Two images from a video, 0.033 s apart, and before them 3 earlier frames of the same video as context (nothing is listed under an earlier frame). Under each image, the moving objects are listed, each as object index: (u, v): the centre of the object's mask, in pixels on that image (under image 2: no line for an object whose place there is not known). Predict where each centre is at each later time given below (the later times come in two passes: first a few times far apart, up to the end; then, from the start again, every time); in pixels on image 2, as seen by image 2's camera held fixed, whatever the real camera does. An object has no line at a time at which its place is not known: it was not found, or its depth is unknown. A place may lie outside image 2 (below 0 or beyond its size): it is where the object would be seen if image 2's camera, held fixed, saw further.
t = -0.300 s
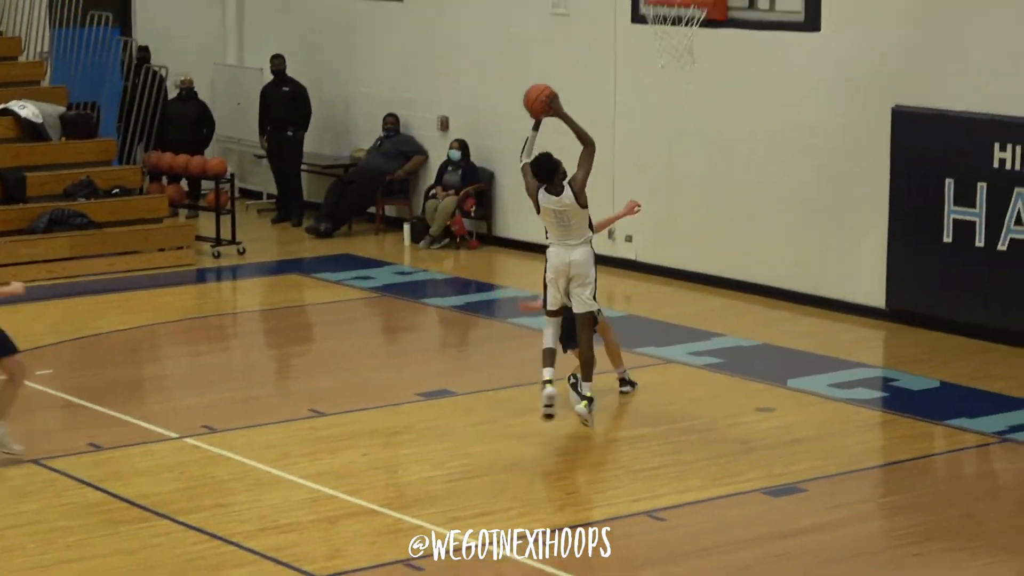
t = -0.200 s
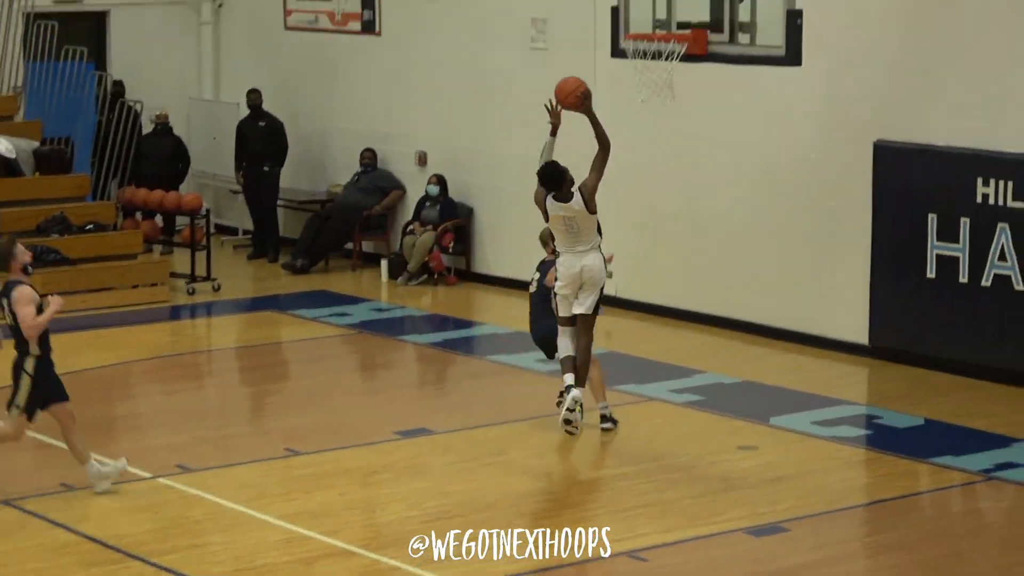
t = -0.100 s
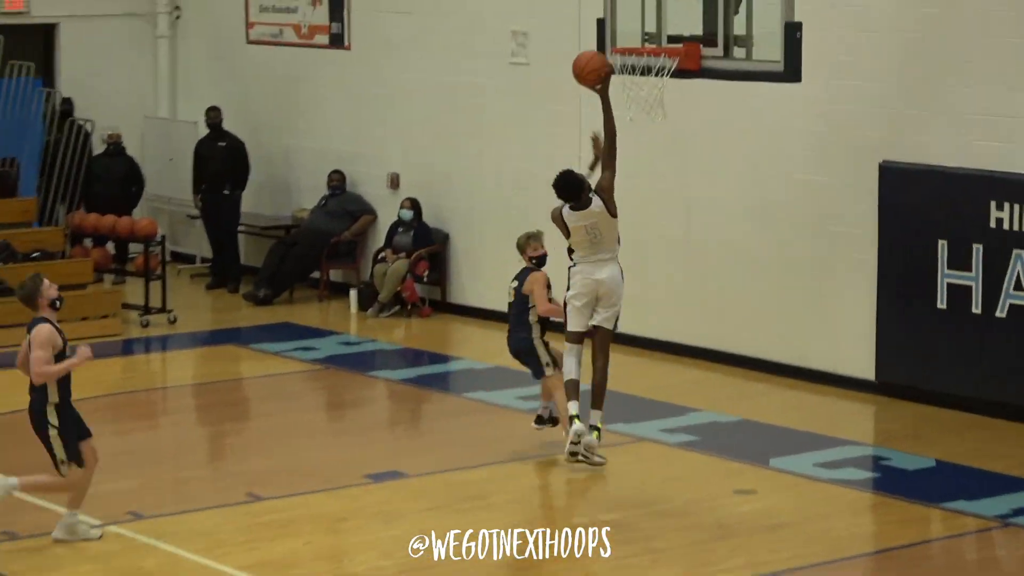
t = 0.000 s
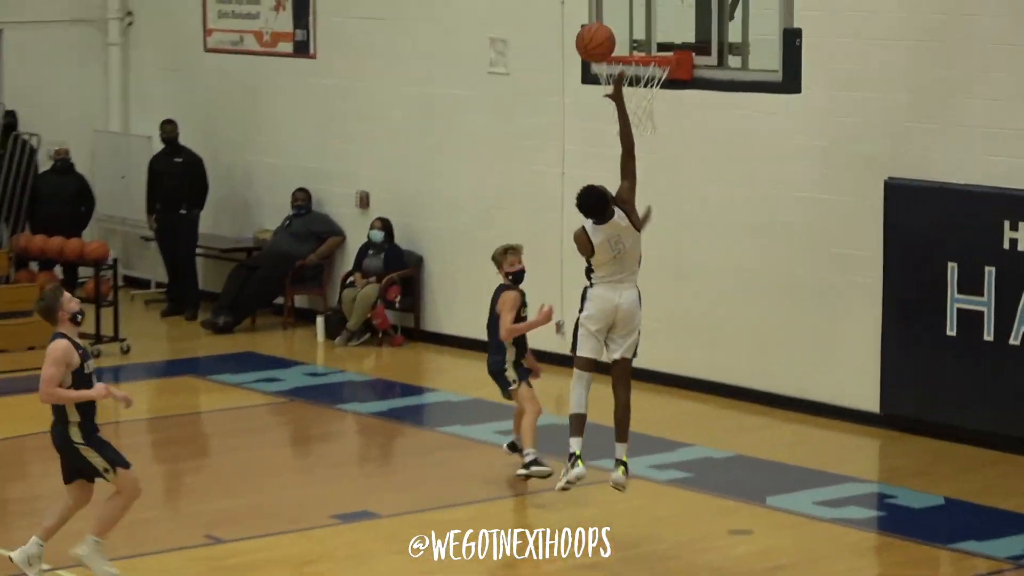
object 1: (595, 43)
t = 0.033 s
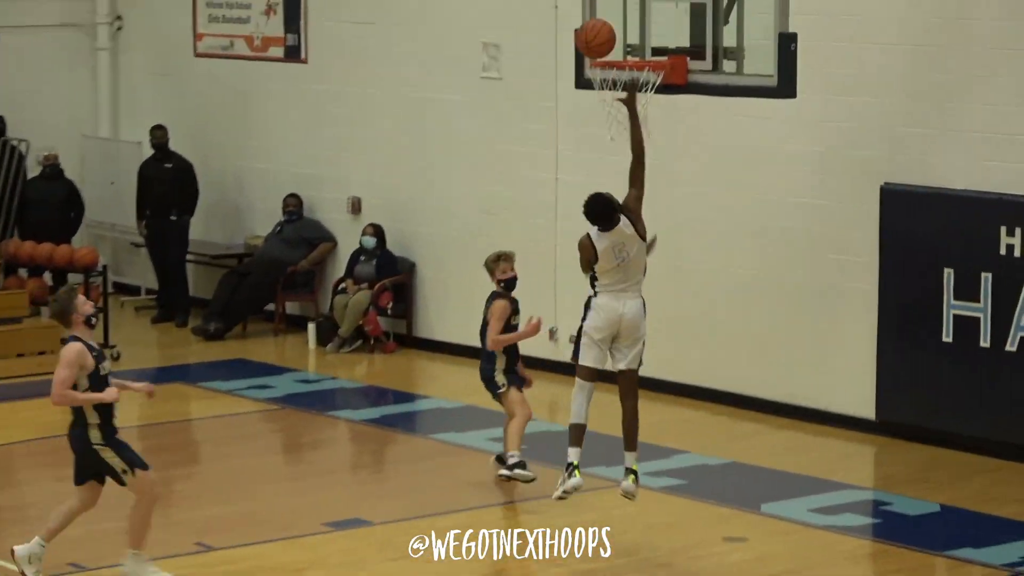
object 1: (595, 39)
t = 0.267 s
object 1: (641, 31)
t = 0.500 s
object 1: (625, 30)
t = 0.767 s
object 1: (599, 37)
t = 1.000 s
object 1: (608, 50)
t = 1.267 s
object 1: (633, 140)
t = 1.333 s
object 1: (640, 176)
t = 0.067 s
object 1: (603, 32)
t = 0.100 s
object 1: (610, 27)
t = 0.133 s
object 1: (615, 24)
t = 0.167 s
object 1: (622, 23)
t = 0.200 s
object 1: (628, 24)
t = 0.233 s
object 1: (634, 27)
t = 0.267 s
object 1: (641, 31)
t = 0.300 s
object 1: (646, 39)
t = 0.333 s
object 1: (652, 45)
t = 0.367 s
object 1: (651, 45)
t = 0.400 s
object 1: (644, 39)
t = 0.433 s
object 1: (638, 34)
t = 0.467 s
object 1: (632, 31)
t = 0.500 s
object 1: (625, 30)
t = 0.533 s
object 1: (619, 31)
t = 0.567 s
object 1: (612, 33)
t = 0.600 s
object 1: (606, 38)
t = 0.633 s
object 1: (599, 43)
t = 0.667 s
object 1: (598, 41)
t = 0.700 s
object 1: (598, 38)
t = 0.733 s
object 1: (598, 37)
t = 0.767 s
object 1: (599, 37)
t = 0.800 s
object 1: (599, 40)
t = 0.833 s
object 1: (599, 44)
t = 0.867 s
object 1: (600, 45)
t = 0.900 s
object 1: (602, 45)
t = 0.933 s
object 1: (603, 47)
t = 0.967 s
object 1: (606, 48)
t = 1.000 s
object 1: (608, 50)
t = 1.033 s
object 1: (611, 53)
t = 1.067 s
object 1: (614, 64)
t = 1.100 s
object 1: (617, 75)
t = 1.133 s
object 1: (620, 86)
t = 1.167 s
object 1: (623, 96)
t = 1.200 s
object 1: (627, 111)
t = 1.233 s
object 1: (630, 125)
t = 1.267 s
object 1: (633, 140)
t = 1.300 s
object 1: (636, 157)
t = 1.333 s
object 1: (640, 176)
